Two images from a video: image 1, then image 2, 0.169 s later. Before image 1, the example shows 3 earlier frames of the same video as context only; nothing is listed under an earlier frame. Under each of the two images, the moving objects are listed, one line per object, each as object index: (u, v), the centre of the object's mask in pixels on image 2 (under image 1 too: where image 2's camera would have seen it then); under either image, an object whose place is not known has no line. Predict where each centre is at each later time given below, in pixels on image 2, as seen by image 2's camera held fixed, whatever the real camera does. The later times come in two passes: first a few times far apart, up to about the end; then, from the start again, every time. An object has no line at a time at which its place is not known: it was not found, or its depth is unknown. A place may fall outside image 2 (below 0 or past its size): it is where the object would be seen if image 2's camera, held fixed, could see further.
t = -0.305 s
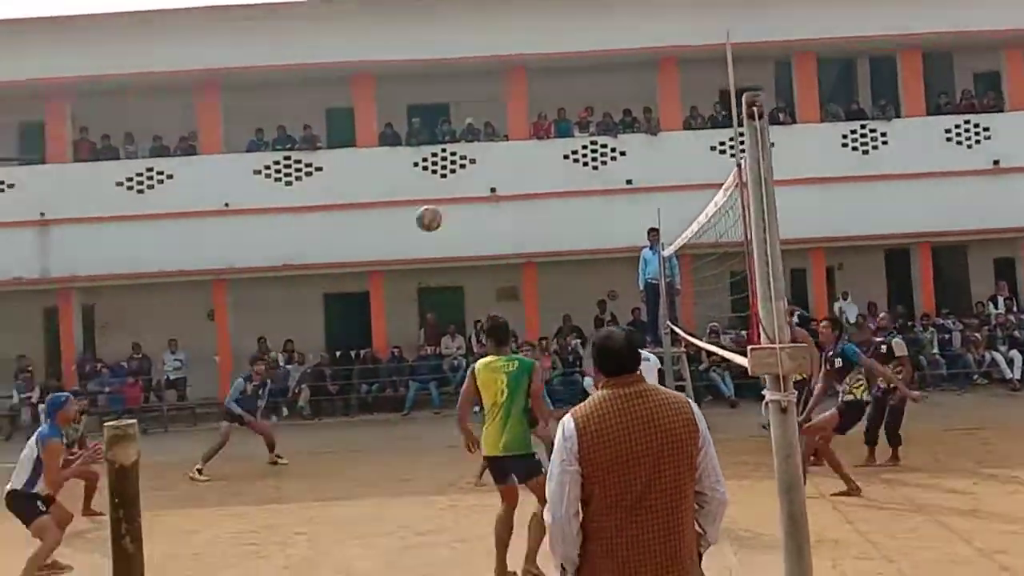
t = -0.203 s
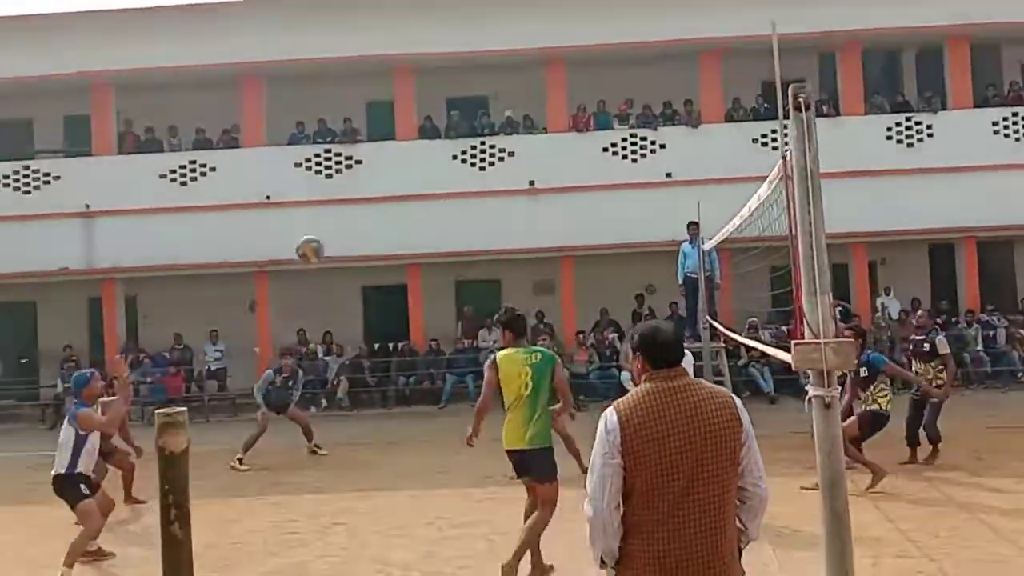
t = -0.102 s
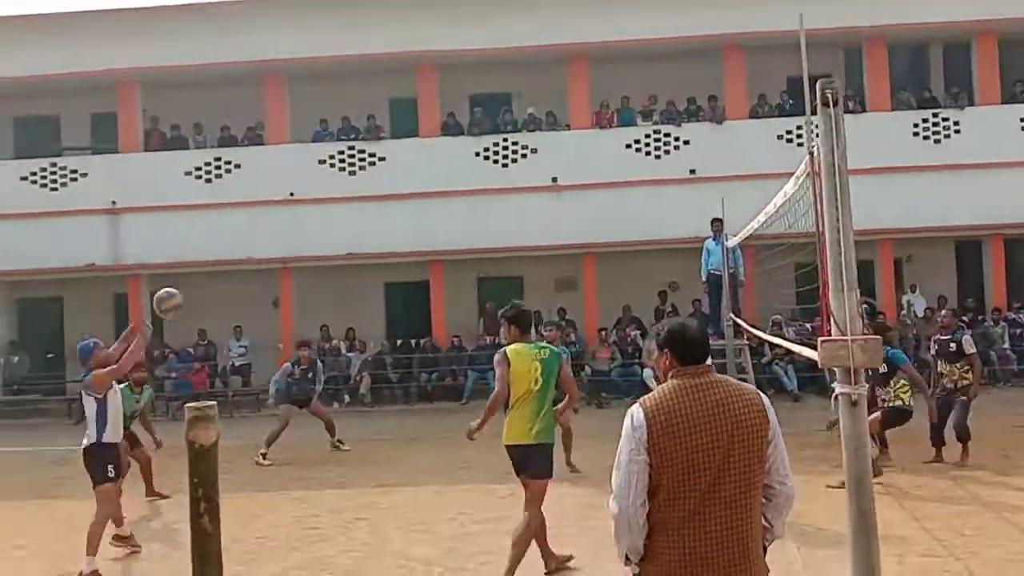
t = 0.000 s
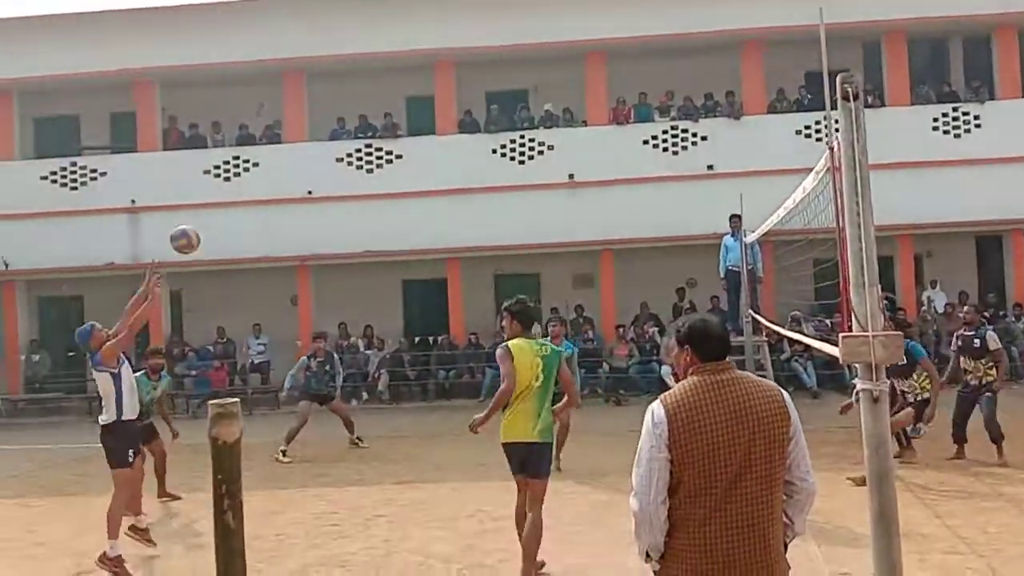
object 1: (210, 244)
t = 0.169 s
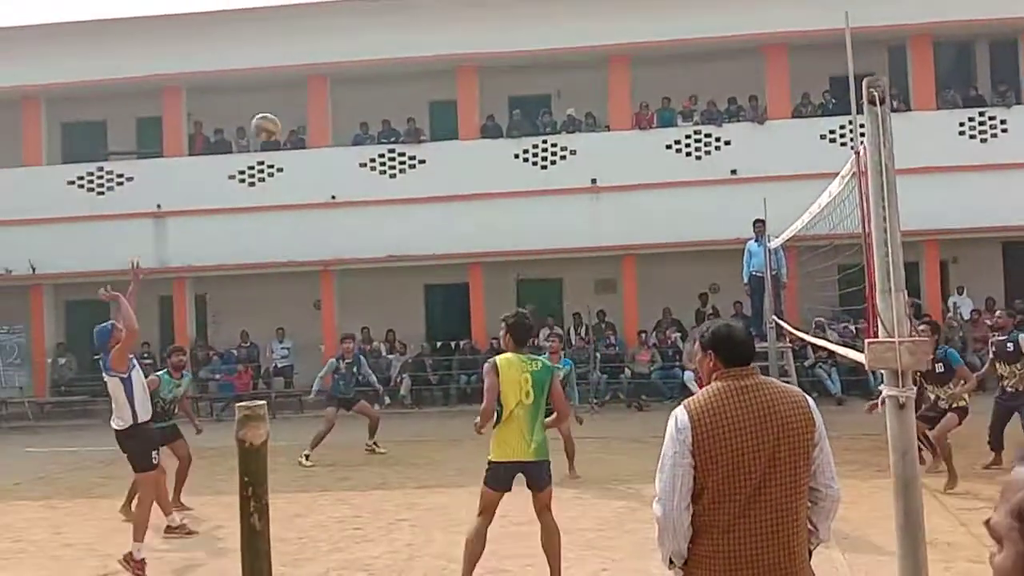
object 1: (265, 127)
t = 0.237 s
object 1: (287, 92)
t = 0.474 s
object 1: (360, 18)
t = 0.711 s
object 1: (432, 16)
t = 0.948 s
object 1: (505, 83)
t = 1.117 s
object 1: (554, 169)
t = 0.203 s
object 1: (276, 109)
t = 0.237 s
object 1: (287, 92)
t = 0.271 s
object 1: (297, 77)
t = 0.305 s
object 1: (307, 63)
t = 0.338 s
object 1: (319, 52)
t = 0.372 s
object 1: (328, 41)
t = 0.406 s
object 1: (339, 32)
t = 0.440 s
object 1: (349, 24)
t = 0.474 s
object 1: (360, 18)
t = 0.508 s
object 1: (371, 13)
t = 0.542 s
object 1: (381, 10)
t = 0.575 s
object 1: (391, 9)
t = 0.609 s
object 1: (402, 8)
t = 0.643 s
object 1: (412, 9)
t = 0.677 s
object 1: (422, 12)
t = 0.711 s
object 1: (432, 16)
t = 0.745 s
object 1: (442, 21)
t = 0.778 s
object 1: (453, 28)
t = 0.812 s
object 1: (463, 37)
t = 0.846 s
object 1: (474, 46)
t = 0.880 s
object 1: (484, 55)
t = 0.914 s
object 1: (494, 69)
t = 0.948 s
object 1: (505, 83)
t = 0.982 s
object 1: (515, 98)
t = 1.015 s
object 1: (524, 114)
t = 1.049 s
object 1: (534, 131)
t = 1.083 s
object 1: (545, 150)
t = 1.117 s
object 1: (554, 169)
